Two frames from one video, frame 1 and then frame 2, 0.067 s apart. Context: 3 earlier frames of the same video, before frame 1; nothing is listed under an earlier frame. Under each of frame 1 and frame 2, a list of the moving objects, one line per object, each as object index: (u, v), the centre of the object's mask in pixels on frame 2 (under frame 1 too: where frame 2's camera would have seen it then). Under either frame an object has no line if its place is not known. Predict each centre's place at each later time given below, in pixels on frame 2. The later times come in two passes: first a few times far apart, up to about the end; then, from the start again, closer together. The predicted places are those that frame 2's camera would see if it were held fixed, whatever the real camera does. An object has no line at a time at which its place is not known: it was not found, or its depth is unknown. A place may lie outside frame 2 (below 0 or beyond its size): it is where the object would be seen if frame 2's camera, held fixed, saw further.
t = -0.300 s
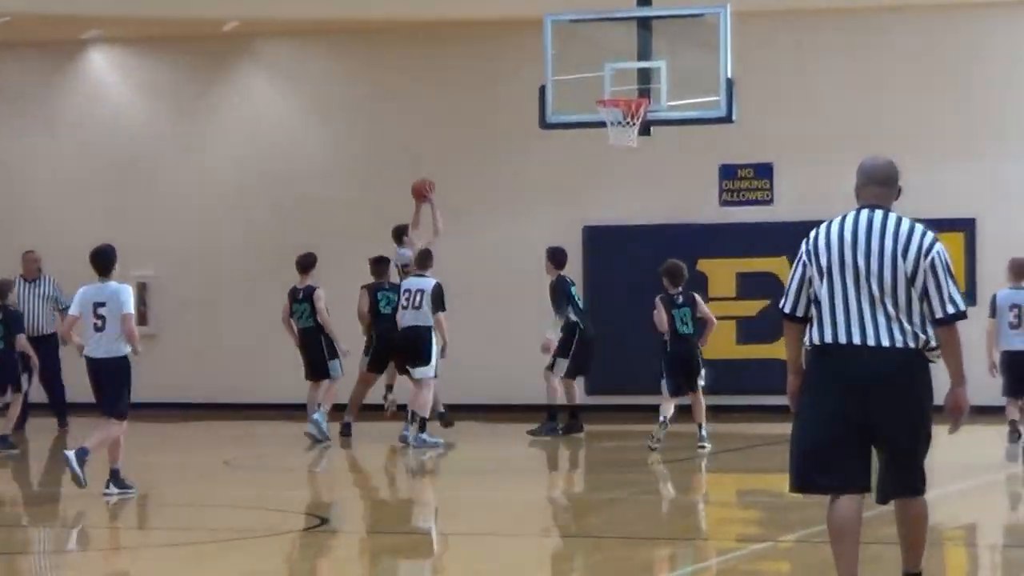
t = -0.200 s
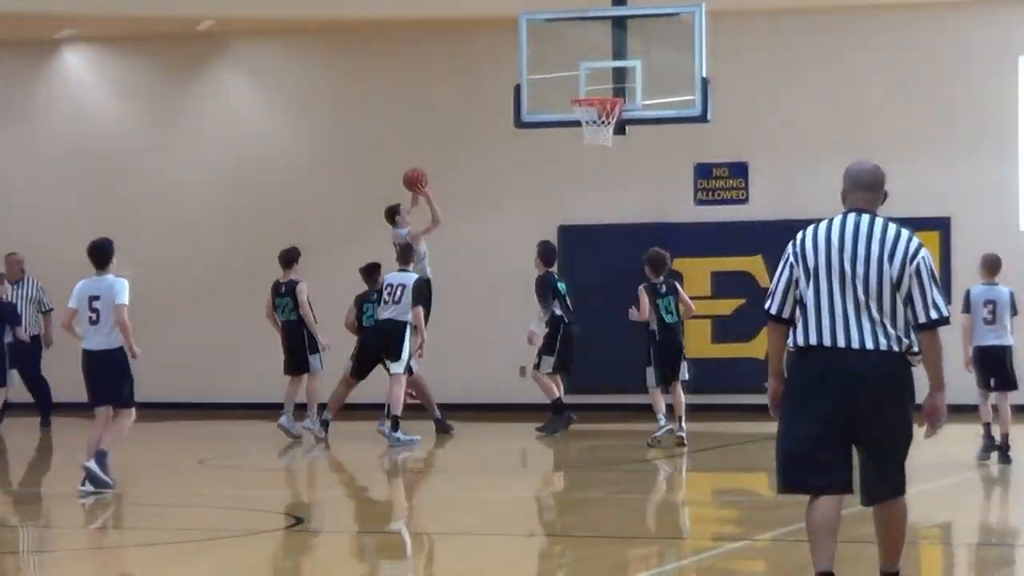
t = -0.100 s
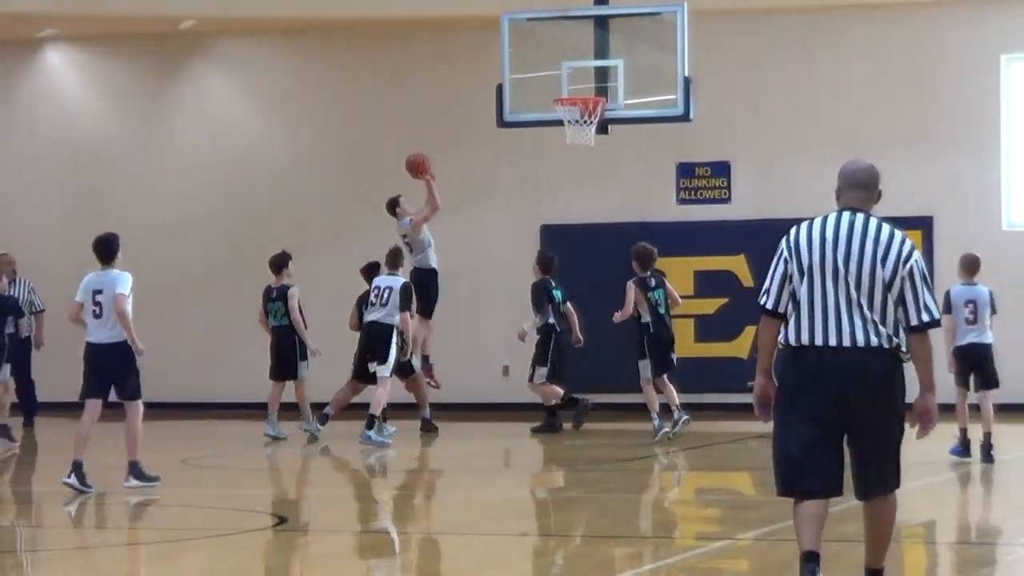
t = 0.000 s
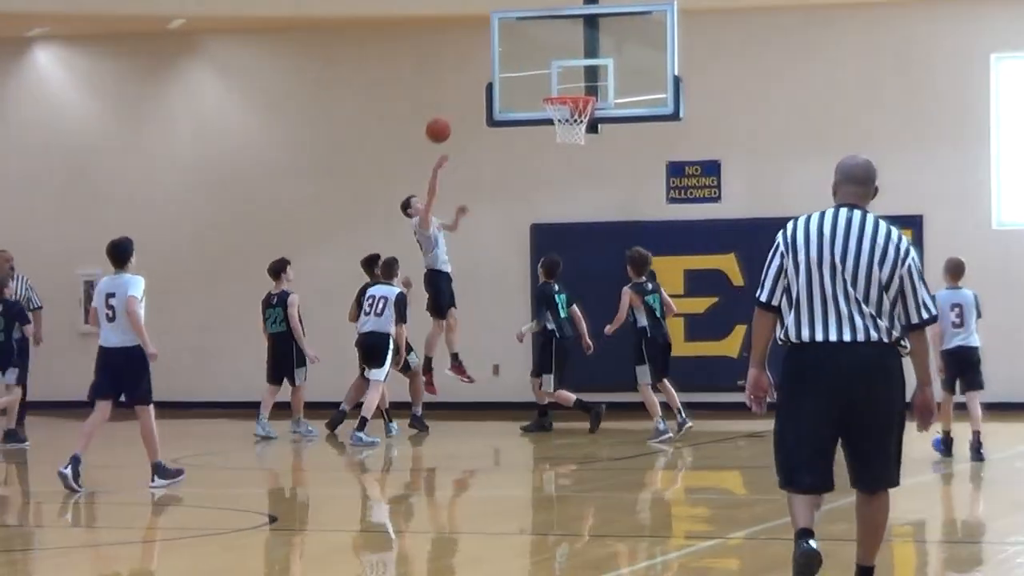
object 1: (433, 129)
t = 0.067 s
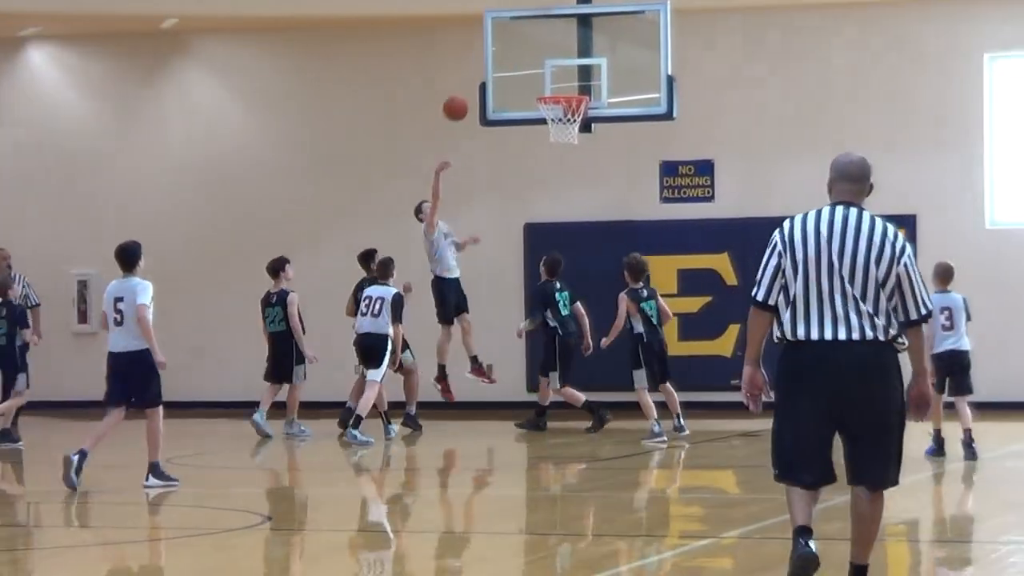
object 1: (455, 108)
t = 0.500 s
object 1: (550, 95)
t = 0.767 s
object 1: (569, 140)
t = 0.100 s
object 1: (465, 98)
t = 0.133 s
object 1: (476, 91)
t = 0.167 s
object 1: (488, 83)
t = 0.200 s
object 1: (499, 77)
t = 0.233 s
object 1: (506, 74)
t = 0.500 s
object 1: (550, 95)
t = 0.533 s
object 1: (553, 108)
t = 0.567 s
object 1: (562, 114)
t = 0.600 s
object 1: (565, 121)
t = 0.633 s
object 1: (565, 129)
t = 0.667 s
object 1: (567, 129)
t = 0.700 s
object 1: (569, 131)
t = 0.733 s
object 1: (569, 135)
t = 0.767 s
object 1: (569, 140)
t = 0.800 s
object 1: (569, 148)
